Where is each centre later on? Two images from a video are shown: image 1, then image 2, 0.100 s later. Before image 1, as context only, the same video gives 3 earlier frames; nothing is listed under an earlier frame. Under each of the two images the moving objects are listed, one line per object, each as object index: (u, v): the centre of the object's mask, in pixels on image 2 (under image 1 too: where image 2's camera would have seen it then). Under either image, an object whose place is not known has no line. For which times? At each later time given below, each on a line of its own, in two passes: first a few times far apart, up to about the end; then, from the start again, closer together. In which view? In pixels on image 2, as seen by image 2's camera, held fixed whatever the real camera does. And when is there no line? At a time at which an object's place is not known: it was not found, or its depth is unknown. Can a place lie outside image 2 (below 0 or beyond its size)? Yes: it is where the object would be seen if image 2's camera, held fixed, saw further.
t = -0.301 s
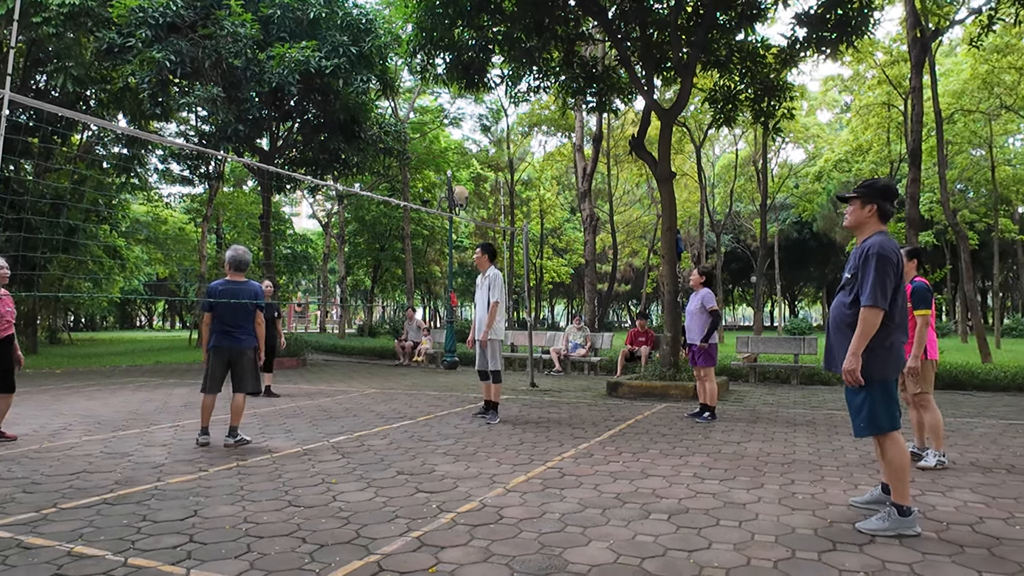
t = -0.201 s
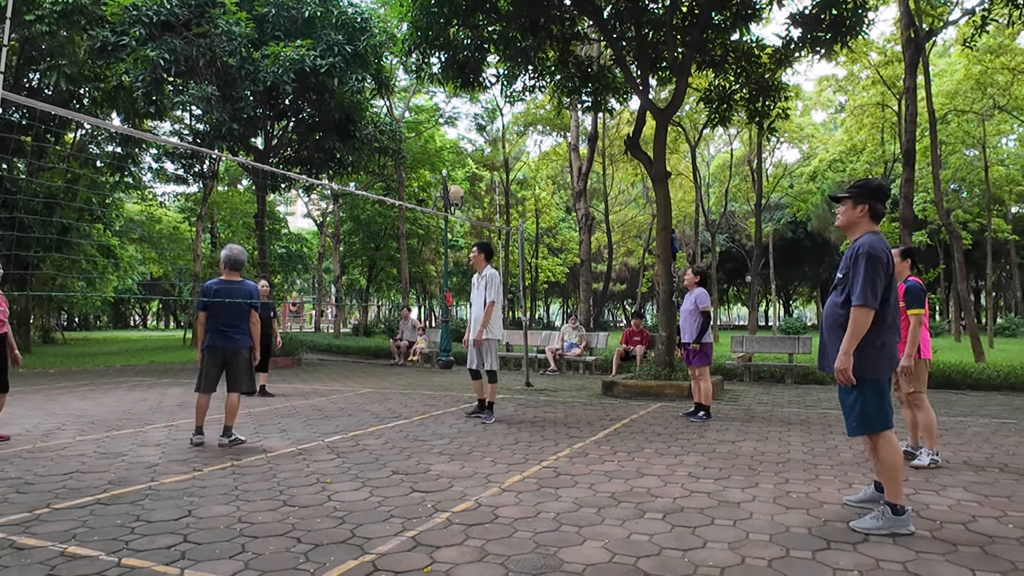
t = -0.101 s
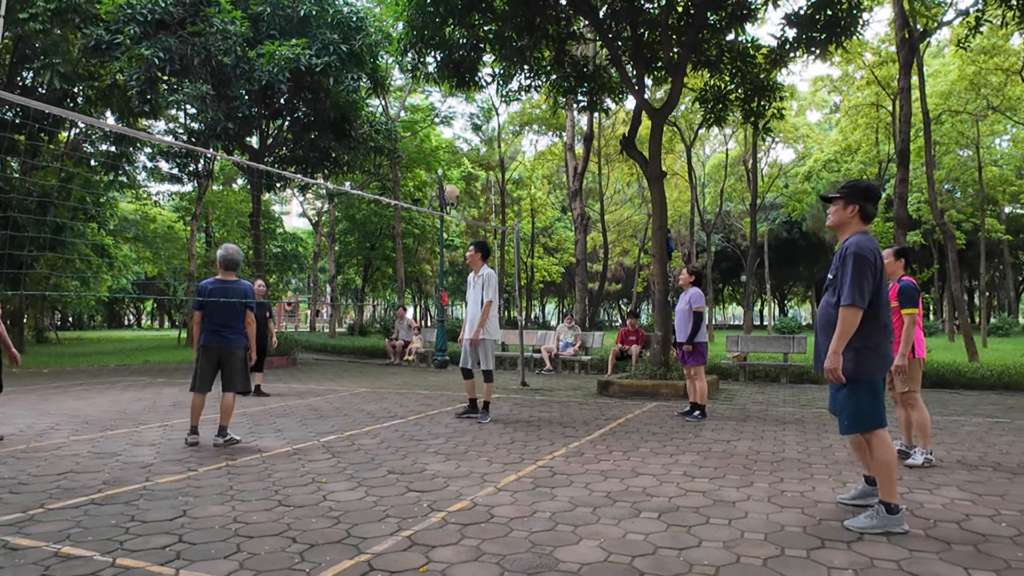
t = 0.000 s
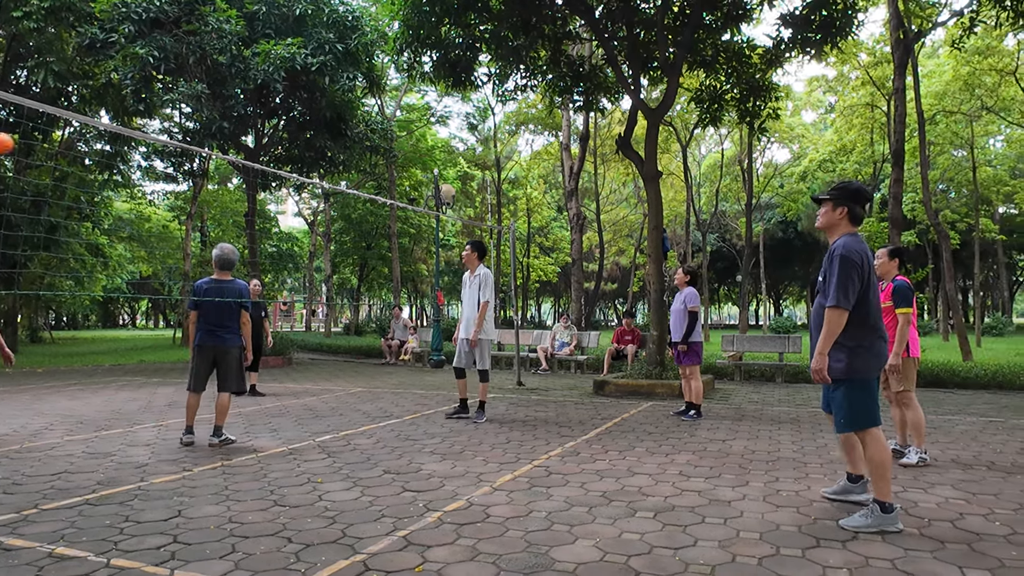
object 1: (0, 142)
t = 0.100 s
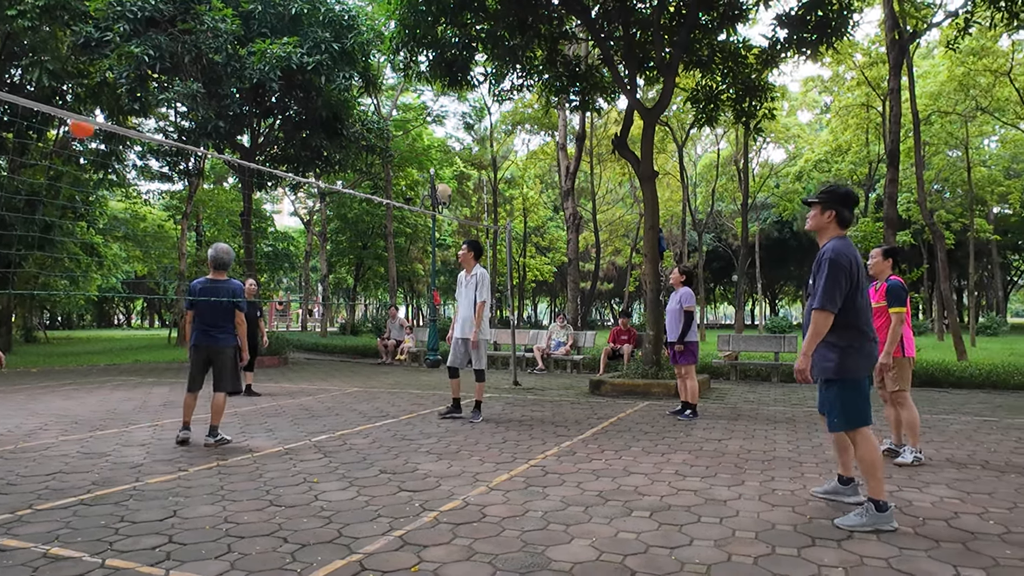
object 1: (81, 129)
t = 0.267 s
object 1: (231, 121)
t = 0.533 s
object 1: (486, 171)
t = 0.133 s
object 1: (112, 123)
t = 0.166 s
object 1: (140, 121)
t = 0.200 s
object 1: (171, 119)
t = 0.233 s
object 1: (201, 119)
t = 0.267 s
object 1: (231, 121)
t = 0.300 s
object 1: (262, 122)
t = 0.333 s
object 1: (293, 125)
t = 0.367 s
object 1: (325, 130)
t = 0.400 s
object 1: (356, 135)
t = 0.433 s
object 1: (389, 142)
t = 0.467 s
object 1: (420, 151)
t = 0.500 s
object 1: (454, 159)
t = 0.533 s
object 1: (486, 171)
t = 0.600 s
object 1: (553, 196)
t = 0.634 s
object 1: (587, 211)
